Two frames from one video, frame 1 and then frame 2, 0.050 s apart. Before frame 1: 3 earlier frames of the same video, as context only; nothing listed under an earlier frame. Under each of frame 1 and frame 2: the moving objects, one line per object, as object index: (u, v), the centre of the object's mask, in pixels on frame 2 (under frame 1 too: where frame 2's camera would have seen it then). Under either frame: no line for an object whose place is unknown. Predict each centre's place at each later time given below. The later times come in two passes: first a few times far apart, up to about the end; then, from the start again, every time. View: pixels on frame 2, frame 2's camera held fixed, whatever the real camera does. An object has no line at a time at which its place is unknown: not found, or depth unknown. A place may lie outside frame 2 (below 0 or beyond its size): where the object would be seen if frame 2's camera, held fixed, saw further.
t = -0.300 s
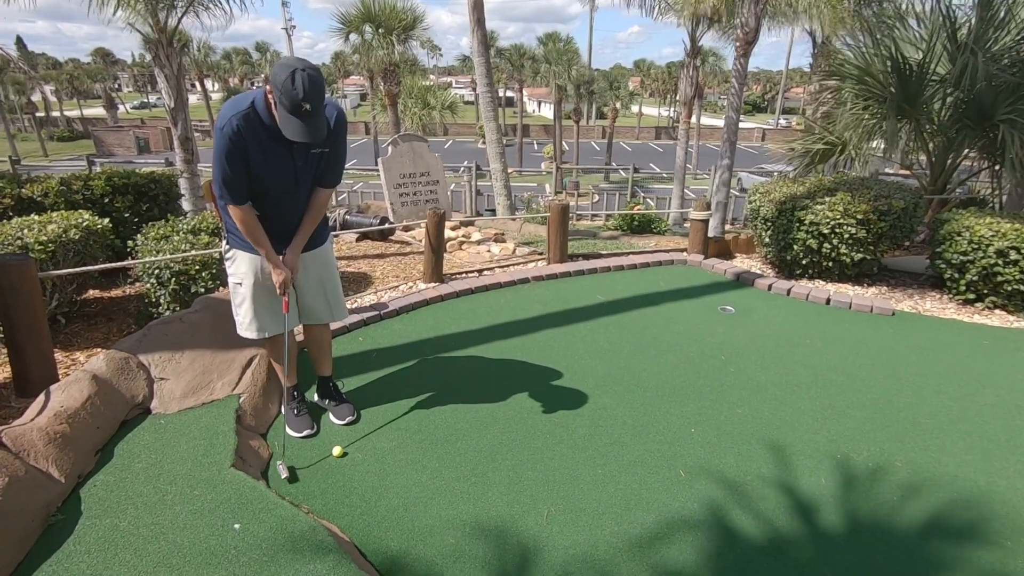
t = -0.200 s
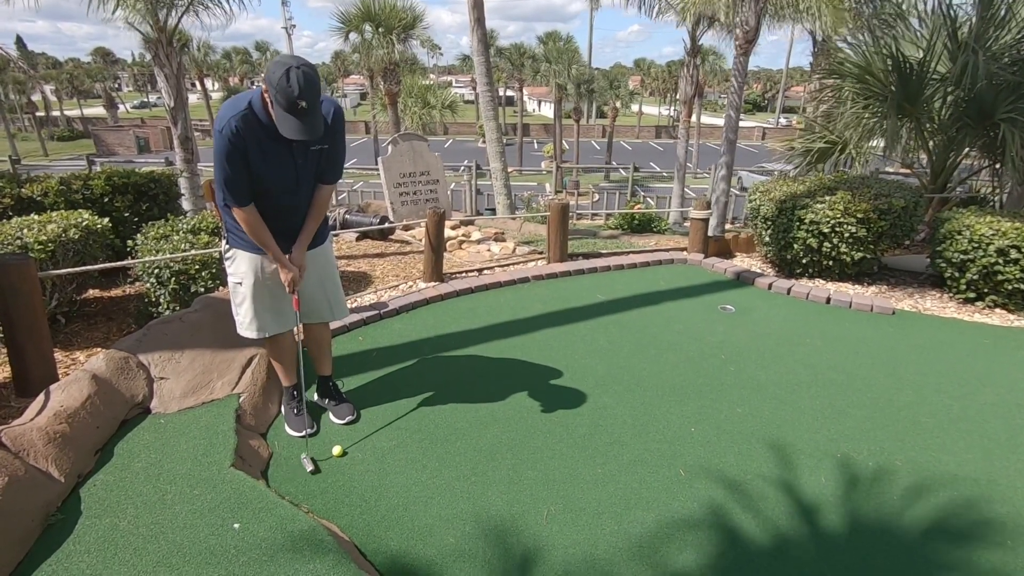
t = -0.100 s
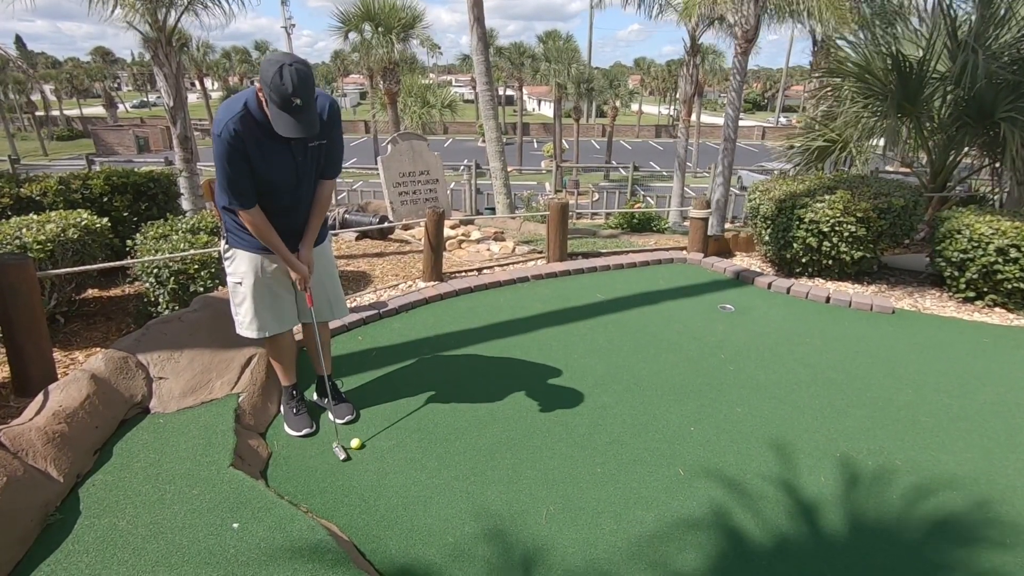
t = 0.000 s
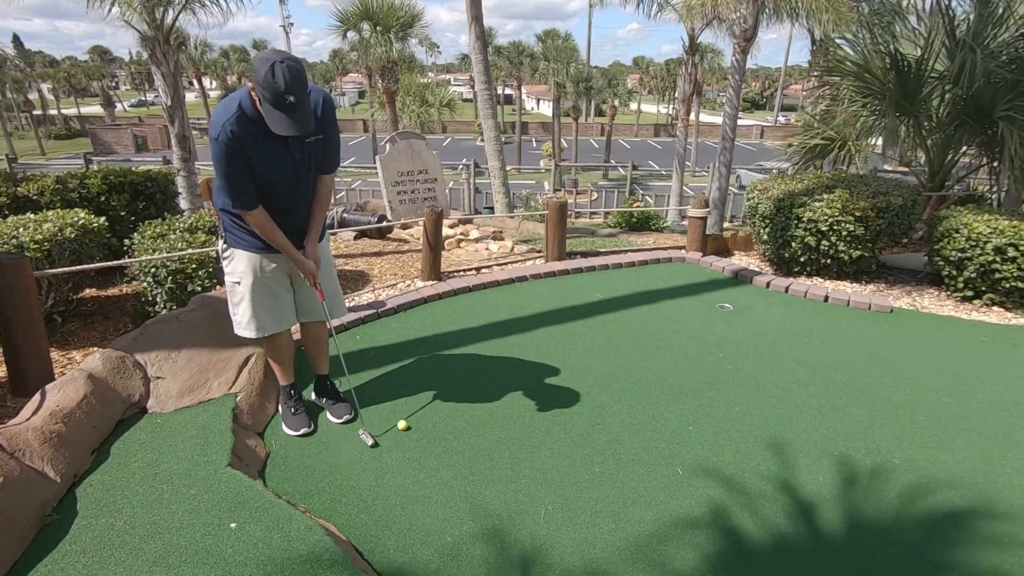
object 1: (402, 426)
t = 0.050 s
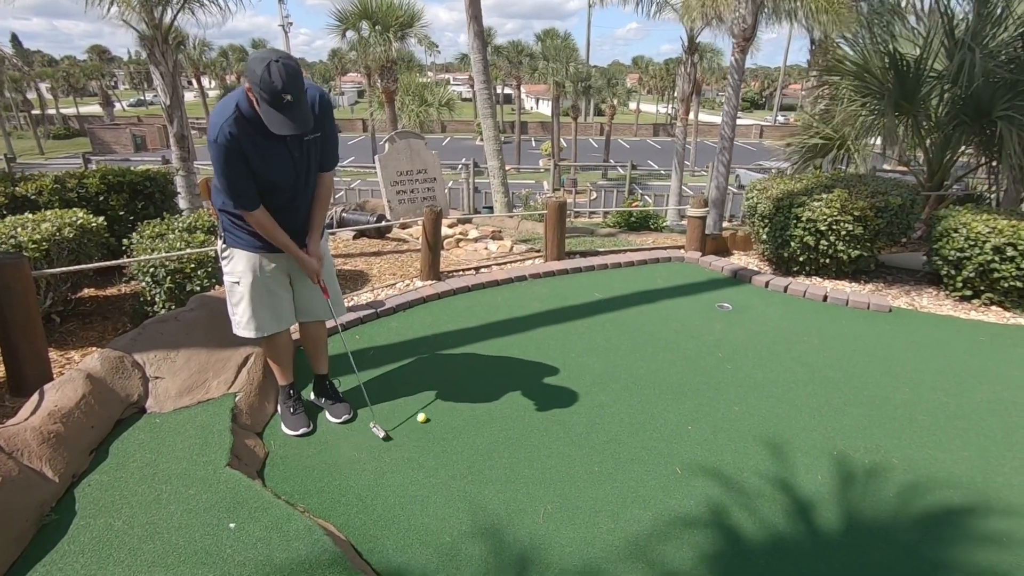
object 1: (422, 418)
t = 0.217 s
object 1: (475, 397)
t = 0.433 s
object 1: (532, 376)
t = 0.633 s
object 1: (577, 360)
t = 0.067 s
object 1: (428, 415)
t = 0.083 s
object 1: (434, 413)
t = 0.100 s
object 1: (440, 411)
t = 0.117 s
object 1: (446, 409)
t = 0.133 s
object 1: (451, 407)
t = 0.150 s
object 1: (456, 405)
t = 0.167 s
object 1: (461, 403)
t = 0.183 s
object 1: (466, 402)
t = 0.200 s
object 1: (471, 400)
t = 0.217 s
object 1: (475, 397)
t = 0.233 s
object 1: (480, 396)
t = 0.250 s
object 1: (485, 394)
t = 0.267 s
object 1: (490, 392)
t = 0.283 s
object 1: (494, 390)
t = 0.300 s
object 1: (499, 389)
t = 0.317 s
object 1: (503, 387)
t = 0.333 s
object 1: (507, 386)
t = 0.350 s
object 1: (512, 384)
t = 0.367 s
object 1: (516, 382)
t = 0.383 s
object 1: (520, 381)
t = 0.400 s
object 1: (524, 379)
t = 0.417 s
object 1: (528, 378)
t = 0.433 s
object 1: (532, 376)
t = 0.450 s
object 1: (536, 375)
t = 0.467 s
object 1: (540, 373)
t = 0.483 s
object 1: (544, 372)
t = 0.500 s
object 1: (548, 371)
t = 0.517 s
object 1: (552, 370)
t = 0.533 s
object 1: (556, 368)
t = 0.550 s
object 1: (559, 366)
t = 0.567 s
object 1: (563, 365)
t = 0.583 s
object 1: (567, 364)
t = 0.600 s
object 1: (570, 363)
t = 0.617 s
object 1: (574, 361)
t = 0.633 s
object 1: (577, 360)
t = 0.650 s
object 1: (580, 359)
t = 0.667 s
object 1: (584, 357)
